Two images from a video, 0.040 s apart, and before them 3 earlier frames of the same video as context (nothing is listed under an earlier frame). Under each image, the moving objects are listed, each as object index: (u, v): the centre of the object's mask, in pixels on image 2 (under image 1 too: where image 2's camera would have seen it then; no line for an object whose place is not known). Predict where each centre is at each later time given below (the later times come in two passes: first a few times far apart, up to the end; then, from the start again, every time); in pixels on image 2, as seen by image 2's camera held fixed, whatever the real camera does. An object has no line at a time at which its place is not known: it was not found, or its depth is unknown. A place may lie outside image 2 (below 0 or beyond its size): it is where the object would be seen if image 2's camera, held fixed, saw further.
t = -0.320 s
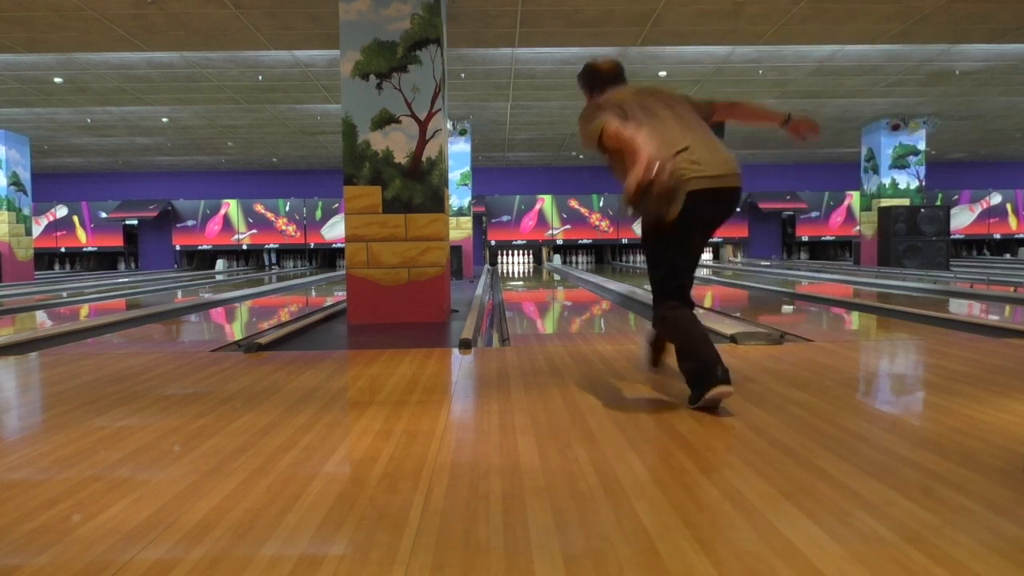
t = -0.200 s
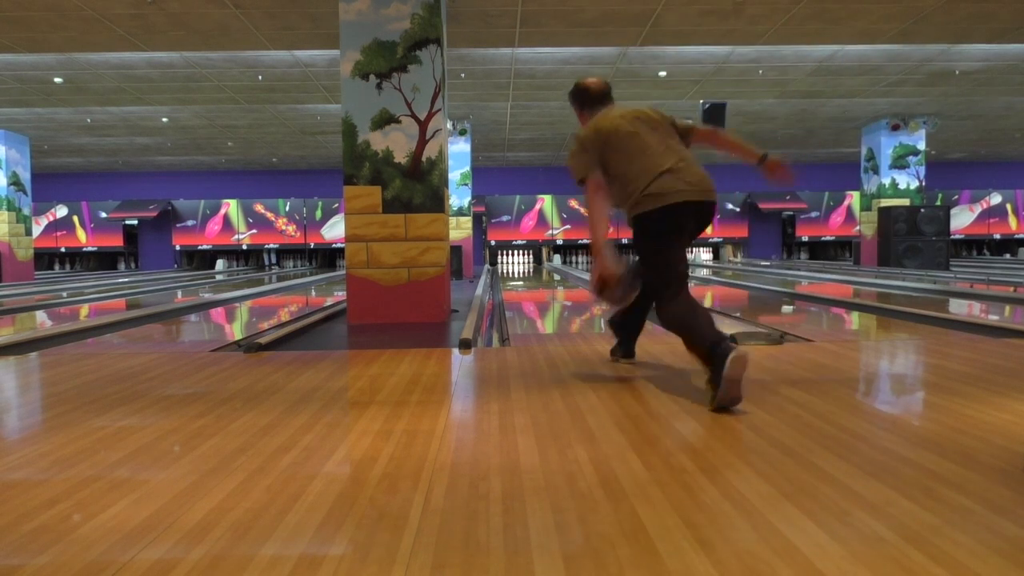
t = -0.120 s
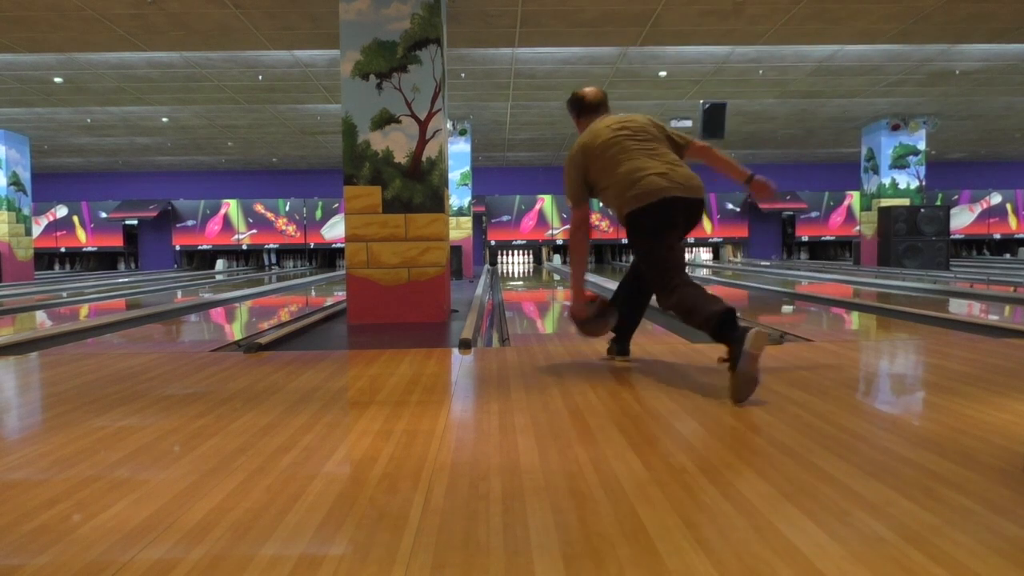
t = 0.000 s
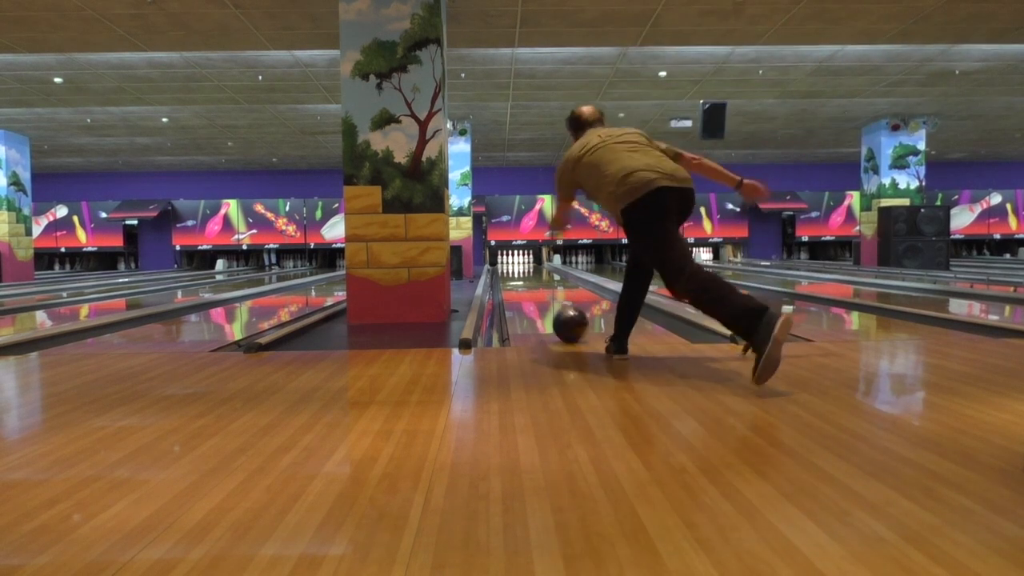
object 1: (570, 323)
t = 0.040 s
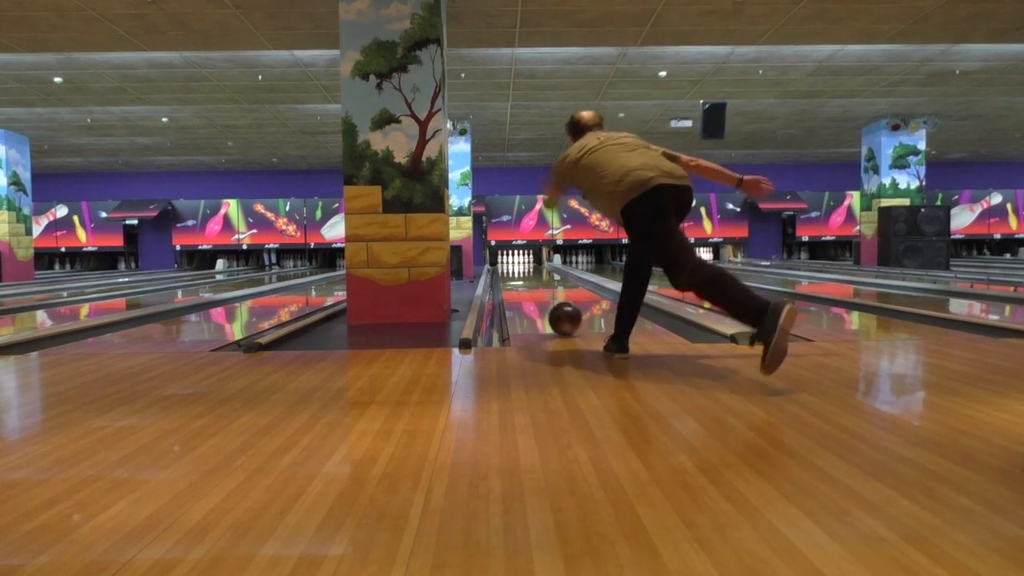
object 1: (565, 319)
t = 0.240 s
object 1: (545, 303)
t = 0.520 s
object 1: (529, 289)
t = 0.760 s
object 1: (521, 281)
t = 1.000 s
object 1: (516, 275)
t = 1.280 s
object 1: (513, 271)
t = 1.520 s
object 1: (509, 268)
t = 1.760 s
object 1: (508, 266)
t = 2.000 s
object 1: (508, 264)
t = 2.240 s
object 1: (509, 262)
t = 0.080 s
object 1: (560, 316)
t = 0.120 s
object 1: (556, 312)
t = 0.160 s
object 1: (551, 308)
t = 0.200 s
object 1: (548, 305)
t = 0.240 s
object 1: (545, 303)
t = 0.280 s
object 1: (542, 300)
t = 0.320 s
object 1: (539, 298)
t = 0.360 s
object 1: (537, 295)
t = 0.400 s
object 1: (534, 294)
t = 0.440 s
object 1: (533, 292)
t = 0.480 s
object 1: (531, 290)
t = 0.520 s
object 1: (529, 289)
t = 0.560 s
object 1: (527, 287)
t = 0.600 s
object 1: (526, 286)
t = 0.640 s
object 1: (525, 284)
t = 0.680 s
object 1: (523, 283)
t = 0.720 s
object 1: (522, 282)
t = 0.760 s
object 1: (521, 281)
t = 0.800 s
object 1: (520, 280)
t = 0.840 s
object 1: (519, 279)
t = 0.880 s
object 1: (517, 277)
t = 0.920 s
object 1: (518, 277)
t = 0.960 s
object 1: (516, 277)
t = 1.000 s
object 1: (516, 275)
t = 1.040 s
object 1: (515, 275)
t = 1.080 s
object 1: (515, 274)
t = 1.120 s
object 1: (513, 274)
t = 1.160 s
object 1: (513, 273)
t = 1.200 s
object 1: (513, 272)
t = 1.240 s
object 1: (513, 272)
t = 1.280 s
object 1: (513, 271)
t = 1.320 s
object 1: (512, 271)
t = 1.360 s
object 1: (511, 270)
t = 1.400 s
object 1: (510, 270)
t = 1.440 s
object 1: (510, 268)
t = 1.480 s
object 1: (510, 268)
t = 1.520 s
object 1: (509, 268)
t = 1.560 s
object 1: (509, 268)
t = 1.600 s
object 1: (509, 268)
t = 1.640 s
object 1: (508, 267)
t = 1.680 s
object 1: (509, 267)
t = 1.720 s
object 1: (508, 266)
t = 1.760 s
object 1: (508, 266)
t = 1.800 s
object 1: (508, 265)
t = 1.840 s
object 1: (508, 265)
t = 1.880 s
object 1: (508, 265)
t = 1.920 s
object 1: (508, 265)
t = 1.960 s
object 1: (508, 264)
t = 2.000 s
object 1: (508, 264)
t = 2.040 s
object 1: (508, 264)
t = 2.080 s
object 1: (509, 263)
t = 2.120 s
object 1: (508, 263)
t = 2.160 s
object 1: (509, 262)
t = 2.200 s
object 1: (509, 262)
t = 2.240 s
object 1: (509, 262)
